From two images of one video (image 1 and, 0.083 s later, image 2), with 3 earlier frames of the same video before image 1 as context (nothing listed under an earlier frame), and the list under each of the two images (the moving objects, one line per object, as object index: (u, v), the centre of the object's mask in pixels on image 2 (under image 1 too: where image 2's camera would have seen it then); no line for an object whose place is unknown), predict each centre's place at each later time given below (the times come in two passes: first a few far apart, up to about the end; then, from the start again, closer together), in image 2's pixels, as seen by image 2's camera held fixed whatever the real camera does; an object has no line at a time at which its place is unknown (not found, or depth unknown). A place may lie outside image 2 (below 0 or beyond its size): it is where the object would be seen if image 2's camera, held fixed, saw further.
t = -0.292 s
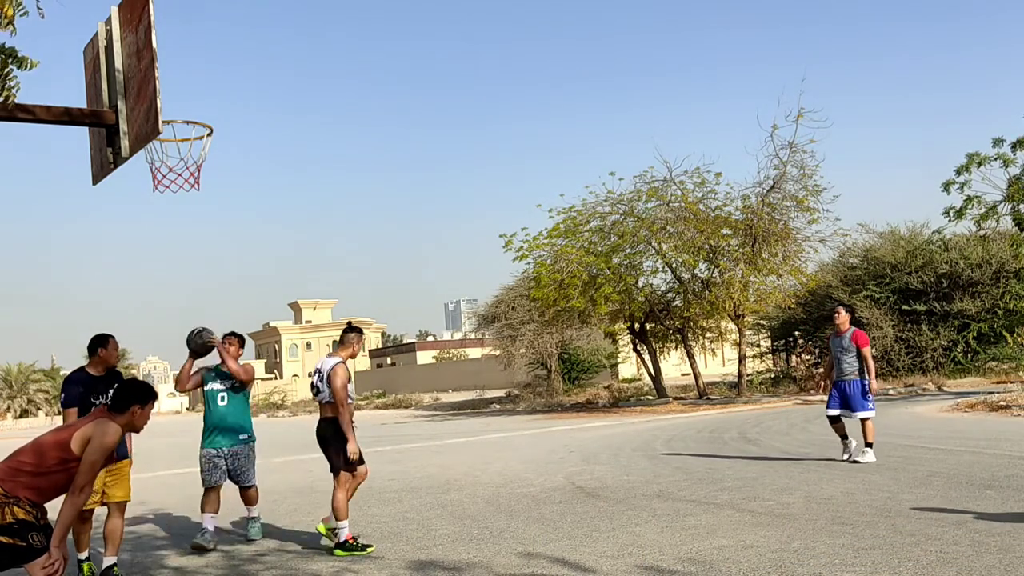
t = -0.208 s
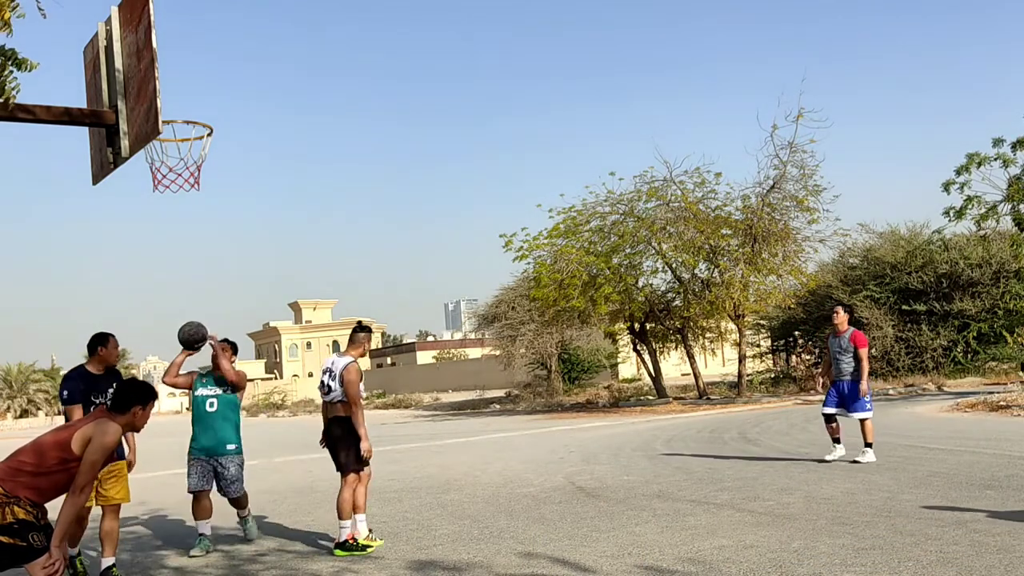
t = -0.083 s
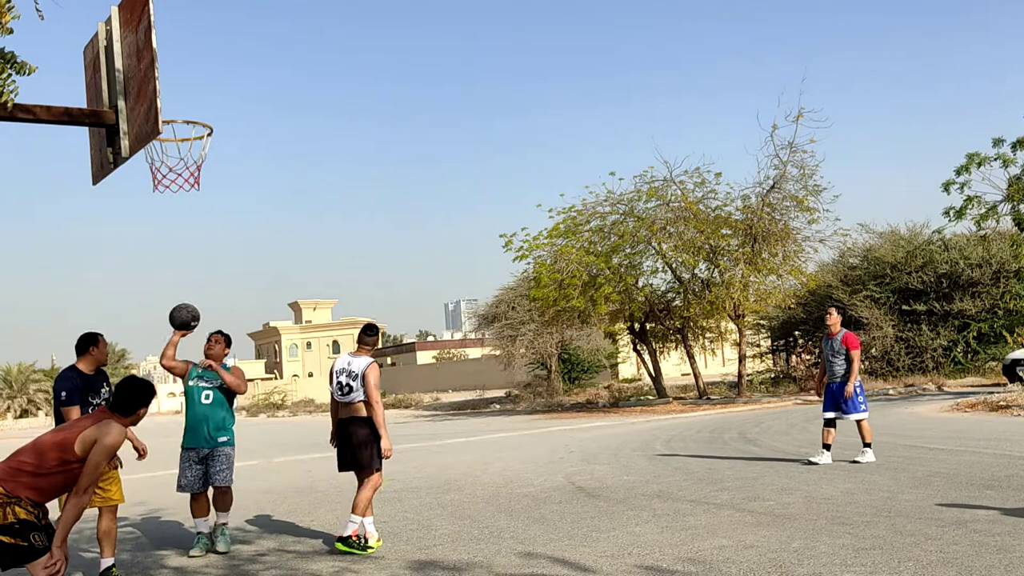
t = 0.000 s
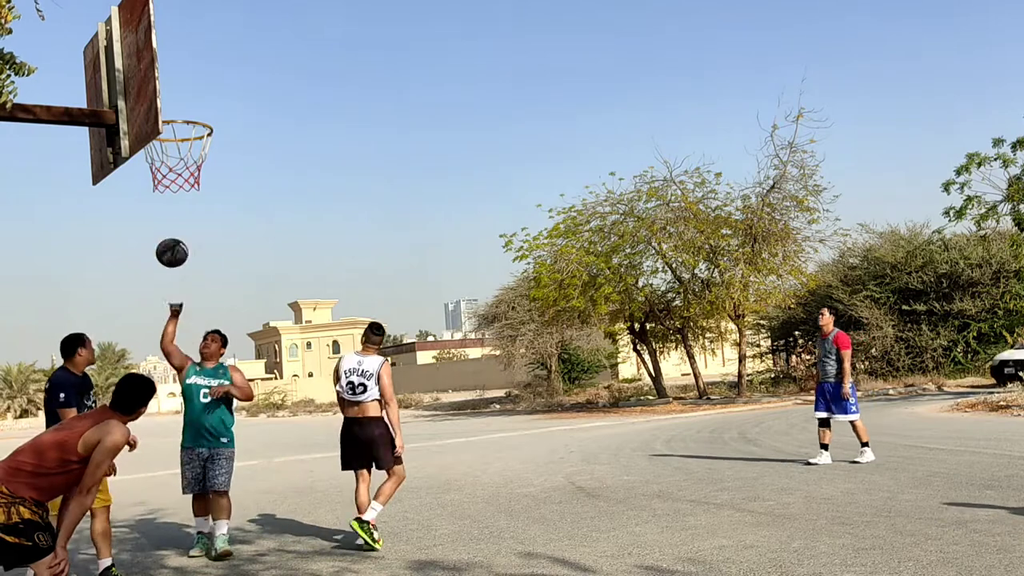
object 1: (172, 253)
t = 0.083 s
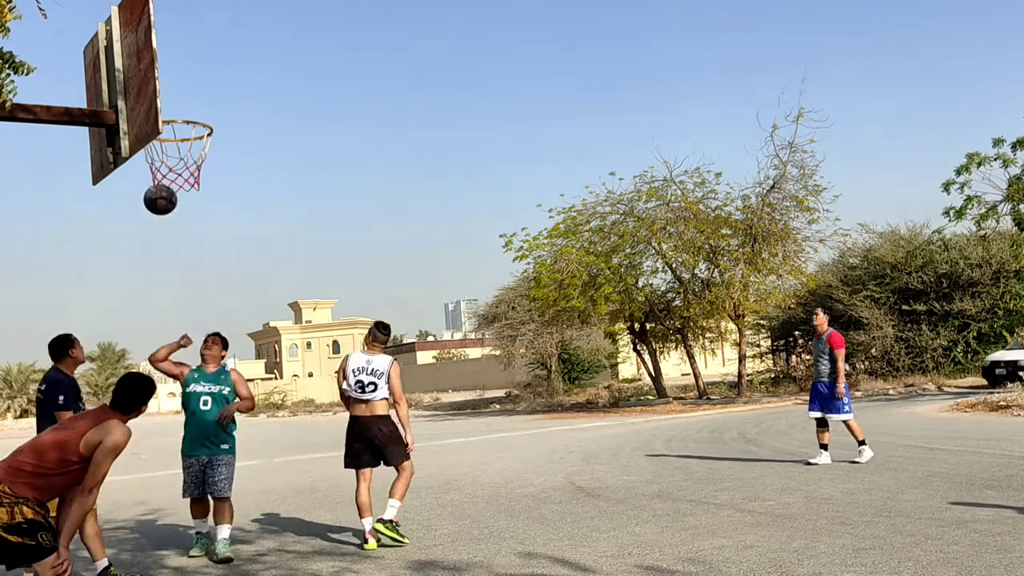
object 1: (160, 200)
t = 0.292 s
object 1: (161, 100)
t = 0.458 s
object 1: (179, 141)
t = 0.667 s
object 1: (140, 180)
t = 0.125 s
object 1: (152, 168)
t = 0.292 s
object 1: (161, 100)
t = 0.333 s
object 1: (170, 104)
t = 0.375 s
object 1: (181, 114)
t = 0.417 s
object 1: (189, 123)
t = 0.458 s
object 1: (179, 141)
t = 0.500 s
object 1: (164, 161)
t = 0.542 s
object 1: (154, 164)
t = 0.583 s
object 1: (146, 167)
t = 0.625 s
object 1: (142, 171)
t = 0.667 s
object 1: (140, 180)
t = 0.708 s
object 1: (139, 195)
